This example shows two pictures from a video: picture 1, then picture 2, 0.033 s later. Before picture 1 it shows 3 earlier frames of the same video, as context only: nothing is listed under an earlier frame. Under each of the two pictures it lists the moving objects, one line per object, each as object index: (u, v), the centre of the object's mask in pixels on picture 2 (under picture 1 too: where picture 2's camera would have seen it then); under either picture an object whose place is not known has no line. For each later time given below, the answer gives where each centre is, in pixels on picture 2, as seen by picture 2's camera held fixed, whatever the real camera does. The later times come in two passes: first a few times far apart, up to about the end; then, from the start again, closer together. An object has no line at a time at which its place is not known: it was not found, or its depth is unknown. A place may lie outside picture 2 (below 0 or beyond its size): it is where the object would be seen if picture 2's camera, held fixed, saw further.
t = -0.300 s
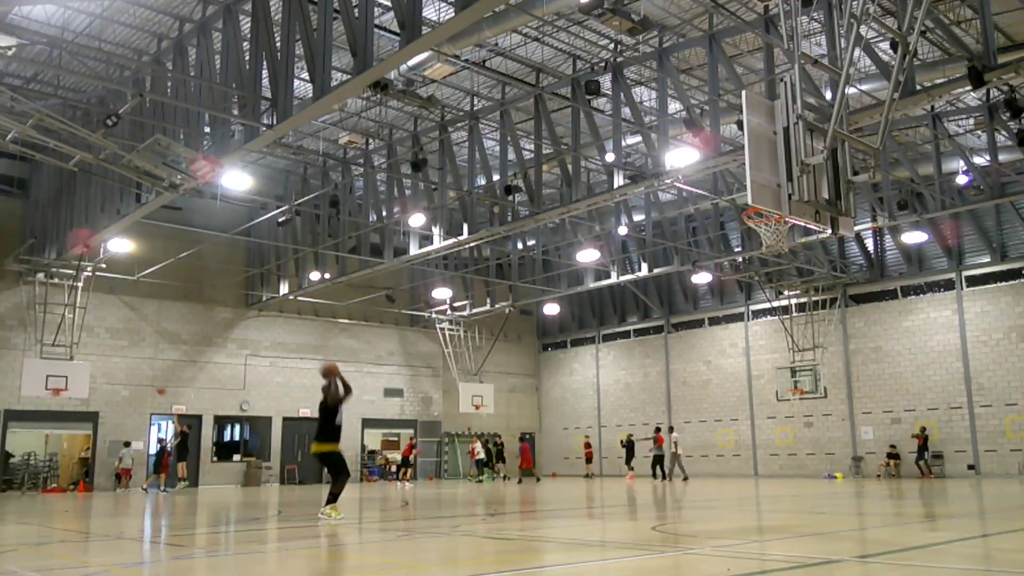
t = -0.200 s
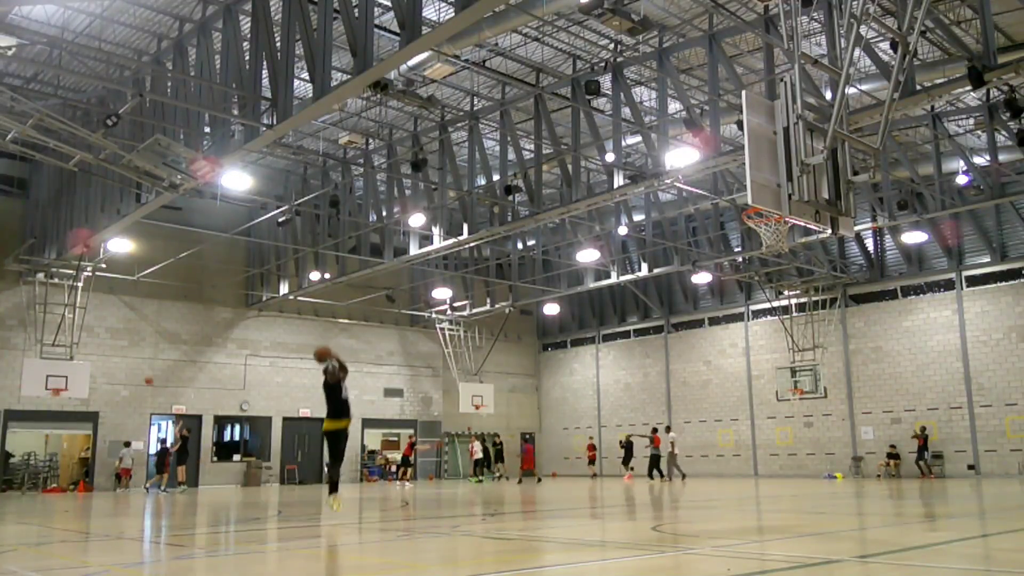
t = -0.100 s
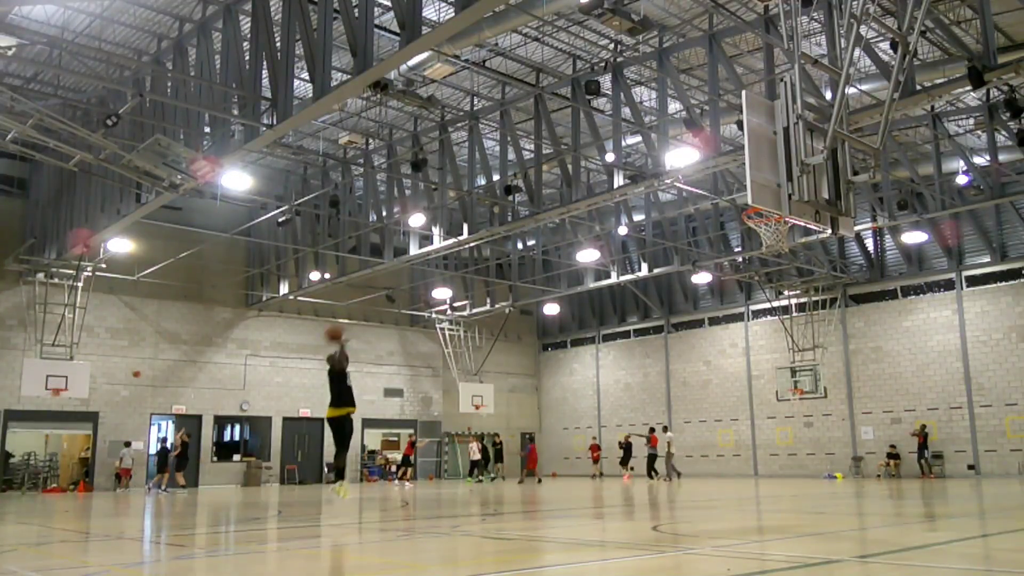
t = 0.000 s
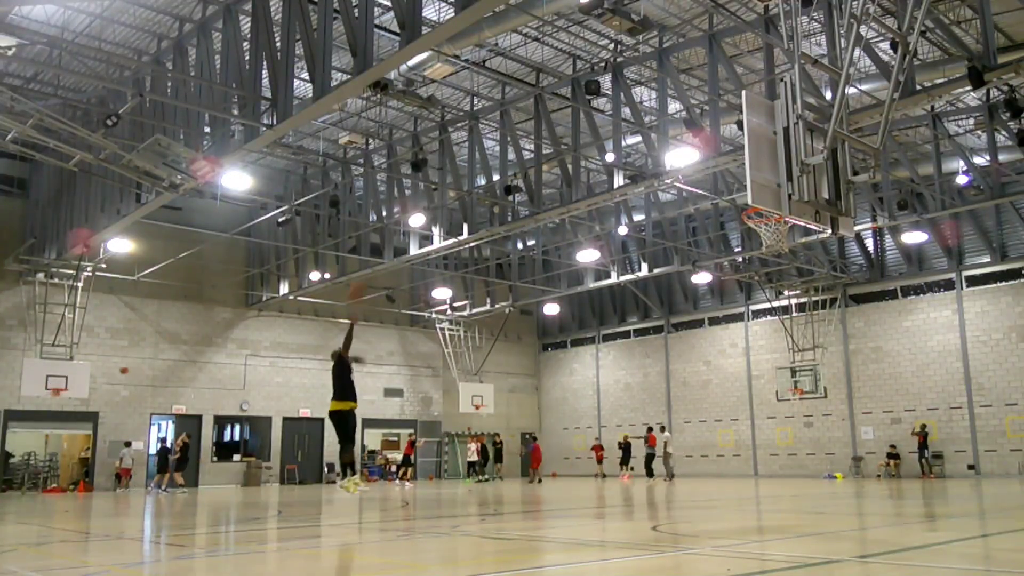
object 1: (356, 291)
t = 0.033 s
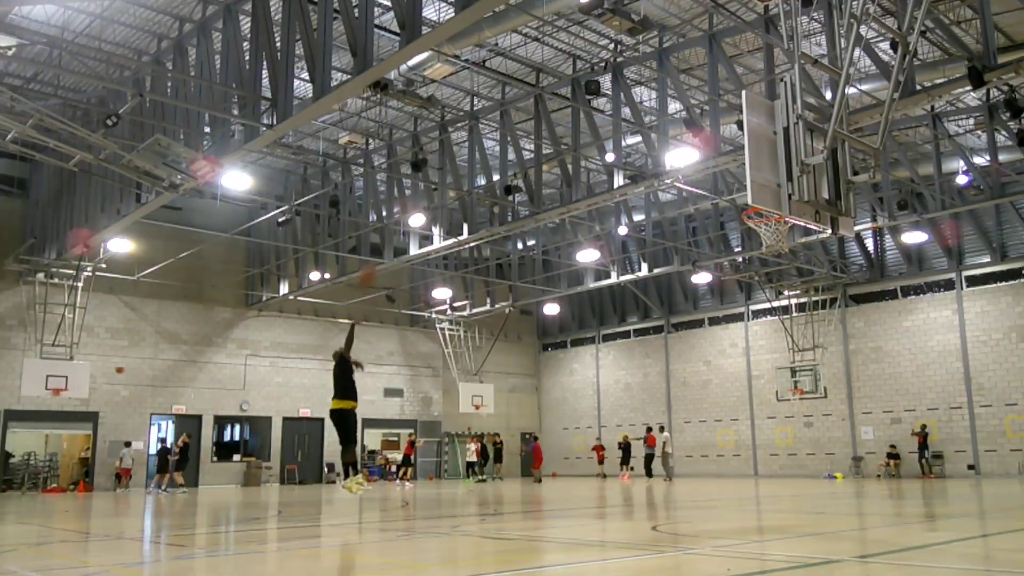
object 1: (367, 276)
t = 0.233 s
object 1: (428, 197)
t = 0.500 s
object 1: (512, 136)
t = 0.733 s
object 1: (596, 125)
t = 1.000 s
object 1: (707, 167)
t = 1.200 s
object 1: (792, 241)
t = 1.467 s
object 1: (859, 344)
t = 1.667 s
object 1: (919, 484)
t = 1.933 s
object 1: (905, 407)
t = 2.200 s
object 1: (882, 354)
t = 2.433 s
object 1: (868, 367)
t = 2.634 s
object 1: (859, 421)
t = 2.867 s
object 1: (854, 498)
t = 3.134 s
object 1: (840, 433)
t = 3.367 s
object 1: (834, 432)
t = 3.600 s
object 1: (832, 482)
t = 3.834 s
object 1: (827, 473)
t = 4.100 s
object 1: (822, 465)
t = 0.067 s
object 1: (377, 260)
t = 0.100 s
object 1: (385, 248)
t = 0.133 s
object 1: (394, 234)
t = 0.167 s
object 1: (402, 221)
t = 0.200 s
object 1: (416, 206)
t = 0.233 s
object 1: (428, 197)
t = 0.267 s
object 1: (437, 189)
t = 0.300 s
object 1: (449, 179)
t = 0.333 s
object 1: (458, 171)
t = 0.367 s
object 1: (470, 162)
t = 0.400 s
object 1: (479, 154)
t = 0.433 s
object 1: (491, 146)
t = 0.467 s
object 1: (504, 141)
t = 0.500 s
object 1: (512, 136)
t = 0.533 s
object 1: (525, 131)
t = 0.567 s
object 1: (537, 128)
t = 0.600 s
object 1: (547, 126)
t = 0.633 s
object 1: (560, 124)
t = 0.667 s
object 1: (572, 123)
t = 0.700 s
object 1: (584, 123)
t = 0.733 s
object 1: (596, 125)
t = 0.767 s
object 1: (610, 126)
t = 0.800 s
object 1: (622, 128)
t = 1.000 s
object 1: (707, 167)
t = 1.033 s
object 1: (723, 181)
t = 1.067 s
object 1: (737, 191)
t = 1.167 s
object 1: (786, 235)
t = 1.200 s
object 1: (792, 241)
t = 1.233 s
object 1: (801, 251)
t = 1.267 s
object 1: (808, 259)
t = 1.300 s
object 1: (816, 270)
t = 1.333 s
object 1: (825, 284)
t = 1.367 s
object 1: (833, 296)
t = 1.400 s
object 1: (841, 310)
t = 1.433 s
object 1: (850, 327)
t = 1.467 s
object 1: (859, 344)
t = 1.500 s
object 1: (869, 363)
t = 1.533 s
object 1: (879, 386)
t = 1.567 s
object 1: (888, 406)
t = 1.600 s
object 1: (897, 429)
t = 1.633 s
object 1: (907, 453)
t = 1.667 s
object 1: (919, 484)
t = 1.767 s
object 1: (927, 486)
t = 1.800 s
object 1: (921, 468)
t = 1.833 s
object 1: (915, 449)
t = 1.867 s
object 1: (912, 435)
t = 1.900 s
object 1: (909, 421)
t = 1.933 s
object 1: (905, 407)
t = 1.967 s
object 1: (902, 397)
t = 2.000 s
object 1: (899, 387)
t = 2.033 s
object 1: (895, 379)
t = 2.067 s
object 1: (892, 371)
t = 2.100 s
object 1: (890, 366)
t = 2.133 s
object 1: (887, 361)
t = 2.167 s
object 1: (884, 357)
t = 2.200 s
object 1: (882, 354)
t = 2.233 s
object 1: (879, 353)
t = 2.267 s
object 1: (877, 353)
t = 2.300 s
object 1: (875, 354)
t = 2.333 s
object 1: (873, 355)
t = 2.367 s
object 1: (871, 358)
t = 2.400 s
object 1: (869, 362)
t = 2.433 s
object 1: (868, 367)
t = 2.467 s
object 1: (866, 373)
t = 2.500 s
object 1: (864, 380)
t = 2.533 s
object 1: (864, 388)
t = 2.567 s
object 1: (862, 398)
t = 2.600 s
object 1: (861, 409)
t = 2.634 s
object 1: (859, 421)
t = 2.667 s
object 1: (859, 433)
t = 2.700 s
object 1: (858, 448)
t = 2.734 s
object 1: (857, 464)
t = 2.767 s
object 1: (857, 478)
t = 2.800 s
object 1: (856, 494)
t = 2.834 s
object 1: (856, 508)
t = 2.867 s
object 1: (854, 498)
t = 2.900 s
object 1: (852, 486)
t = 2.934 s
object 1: (850, 475)
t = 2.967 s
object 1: (849, 466)
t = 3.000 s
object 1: (847, 457)
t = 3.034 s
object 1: (845, 449)
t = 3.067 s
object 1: (843, 443)
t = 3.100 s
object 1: (842, 437)
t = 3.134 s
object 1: (840, 433)
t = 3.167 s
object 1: (839, 430)
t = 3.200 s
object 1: (838, 427)
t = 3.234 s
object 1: (837, 427)
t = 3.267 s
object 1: (836, 426)
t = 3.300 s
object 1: (835, 427)
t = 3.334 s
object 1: (835, 429)
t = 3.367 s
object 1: (834, 432)
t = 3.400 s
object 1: (833, 436)
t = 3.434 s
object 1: (833, 441)
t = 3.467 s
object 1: (833, 447)
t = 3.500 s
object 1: (832, 454)
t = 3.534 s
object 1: (832, 462)
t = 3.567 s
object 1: (832, 472)
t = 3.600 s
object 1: (832, 482)
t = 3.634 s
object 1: (832, 494)
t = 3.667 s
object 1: (832, 505)
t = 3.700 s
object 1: (832, 502)
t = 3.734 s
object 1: (830, 493)
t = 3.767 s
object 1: (829, 485)
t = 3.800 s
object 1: (828, 479)
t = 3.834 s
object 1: (827, 473)
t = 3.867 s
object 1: (826, 468)
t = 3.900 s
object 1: (825, 466)
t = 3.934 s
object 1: (824, 463)
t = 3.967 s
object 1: (823, 462)
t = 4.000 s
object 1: (823, 461)
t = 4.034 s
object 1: (823, 461)
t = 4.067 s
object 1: (822, 463)
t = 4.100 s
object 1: (822, 465)
